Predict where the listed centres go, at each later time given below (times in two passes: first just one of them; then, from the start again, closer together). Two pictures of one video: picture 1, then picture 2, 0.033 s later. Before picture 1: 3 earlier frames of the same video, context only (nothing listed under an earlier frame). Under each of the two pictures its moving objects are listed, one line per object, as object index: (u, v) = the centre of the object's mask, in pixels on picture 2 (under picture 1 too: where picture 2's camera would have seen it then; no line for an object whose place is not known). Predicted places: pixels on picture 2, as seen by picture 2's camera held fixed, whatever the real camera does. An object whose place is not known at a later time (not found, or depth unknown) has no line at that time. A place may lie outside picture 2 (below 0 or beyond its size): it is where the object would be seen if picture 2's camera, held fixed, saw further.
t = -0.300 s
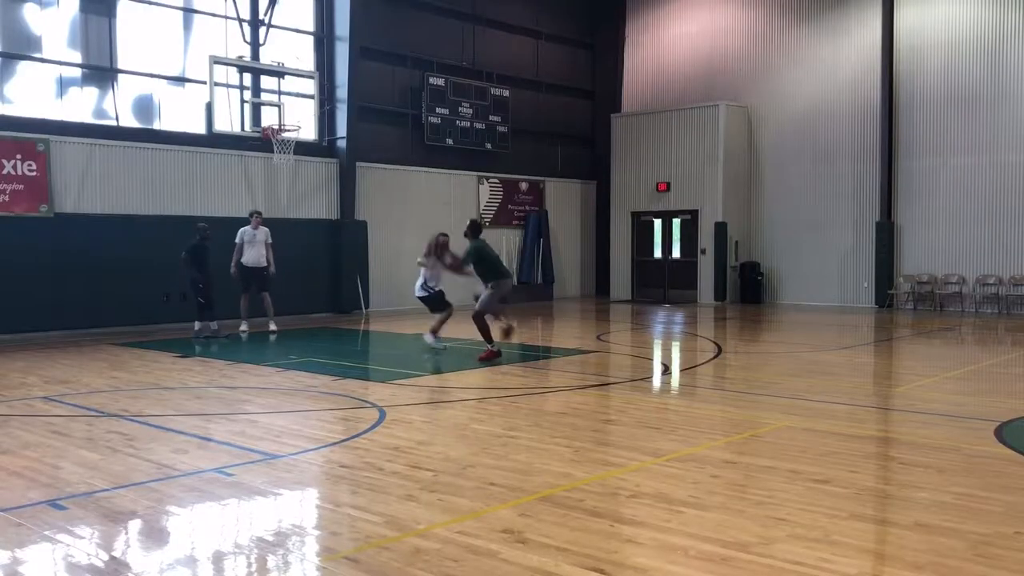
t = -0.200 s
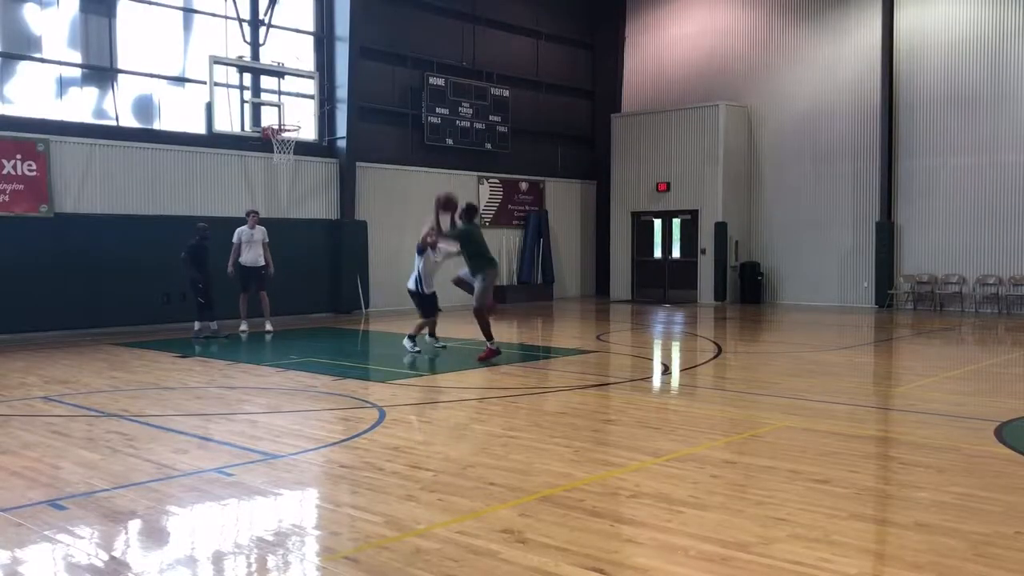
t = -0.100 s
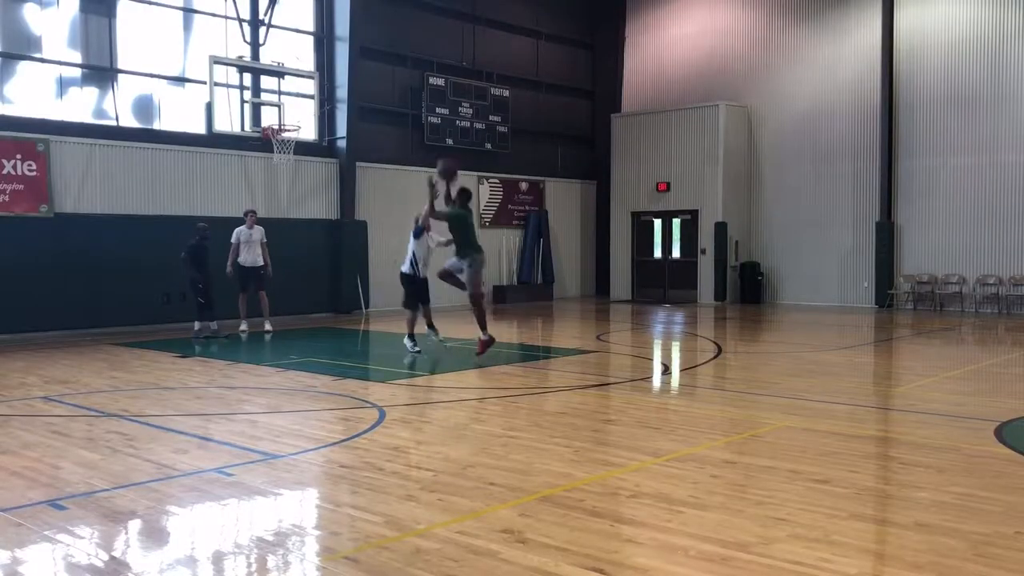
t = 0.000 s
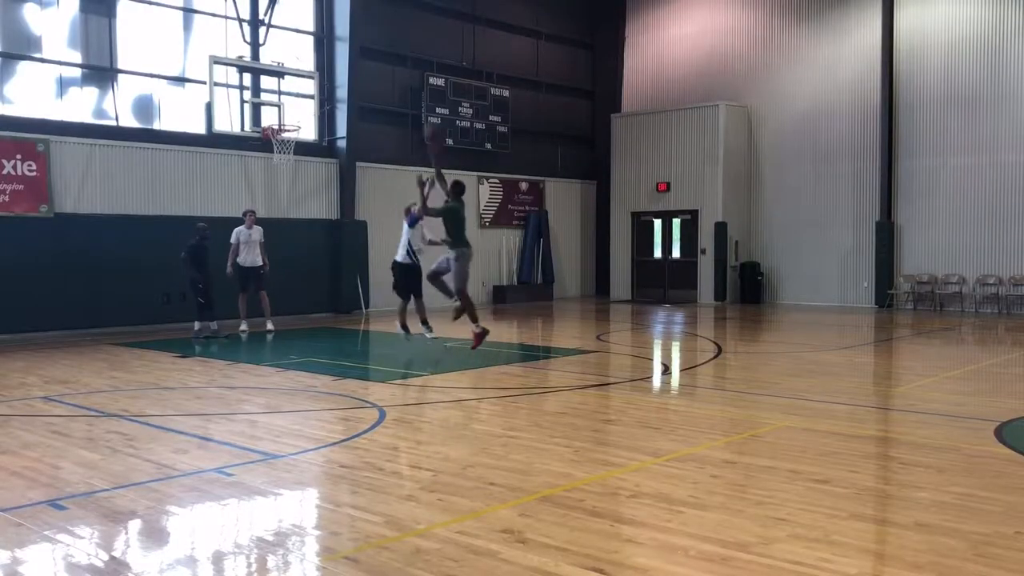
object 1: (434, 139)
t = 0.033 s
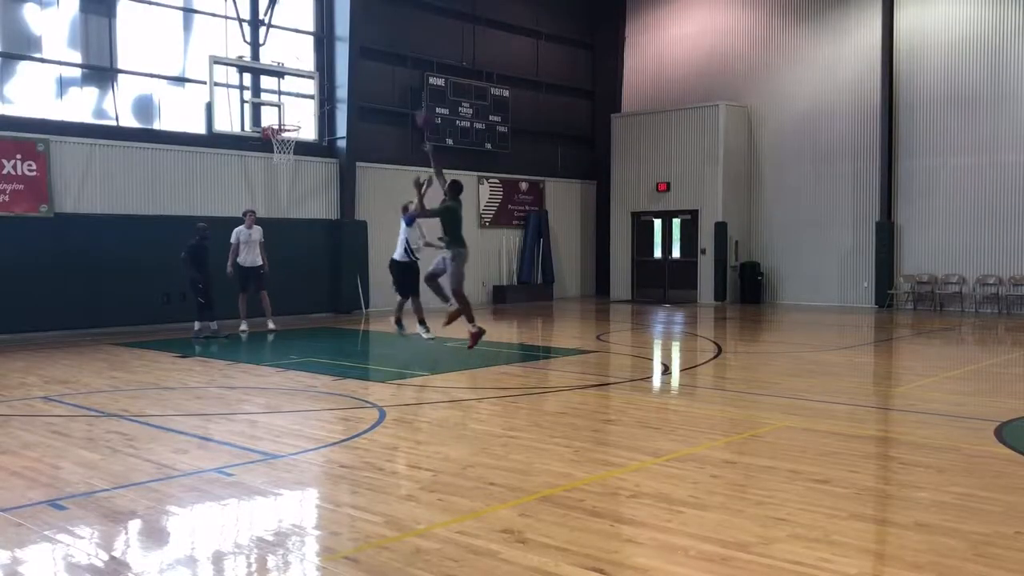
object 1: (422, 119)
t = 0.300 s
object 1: (369, 51)
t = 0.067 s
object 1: (416, 107)
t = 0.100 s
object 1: (408, 94)
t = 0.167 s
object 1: (396, 76)
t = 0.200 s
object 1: (389, 67)
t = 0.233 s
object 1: (383, 61)
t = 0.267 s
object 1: (376, 56)
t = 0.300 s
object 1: (369, 51)
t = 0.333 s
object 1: (365, 47)
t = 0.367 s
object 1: (358, 43)
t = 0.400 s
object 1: (353, 42)
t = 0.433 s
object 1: (348, 43)
